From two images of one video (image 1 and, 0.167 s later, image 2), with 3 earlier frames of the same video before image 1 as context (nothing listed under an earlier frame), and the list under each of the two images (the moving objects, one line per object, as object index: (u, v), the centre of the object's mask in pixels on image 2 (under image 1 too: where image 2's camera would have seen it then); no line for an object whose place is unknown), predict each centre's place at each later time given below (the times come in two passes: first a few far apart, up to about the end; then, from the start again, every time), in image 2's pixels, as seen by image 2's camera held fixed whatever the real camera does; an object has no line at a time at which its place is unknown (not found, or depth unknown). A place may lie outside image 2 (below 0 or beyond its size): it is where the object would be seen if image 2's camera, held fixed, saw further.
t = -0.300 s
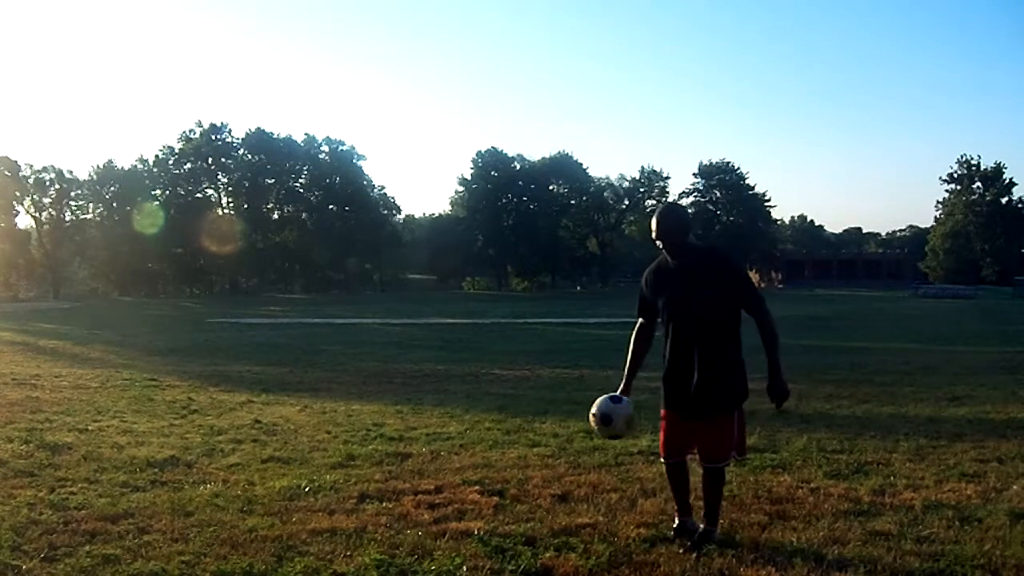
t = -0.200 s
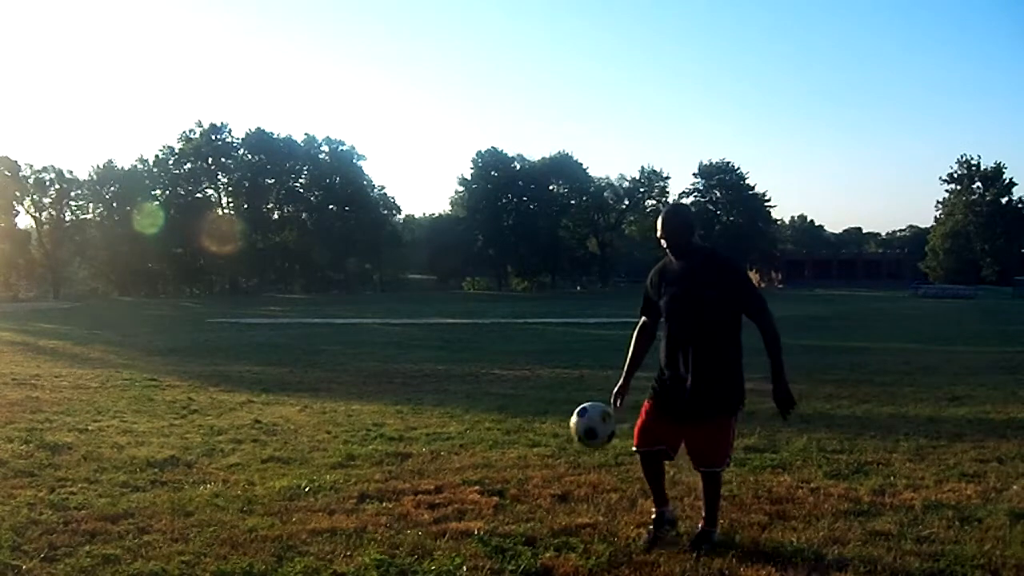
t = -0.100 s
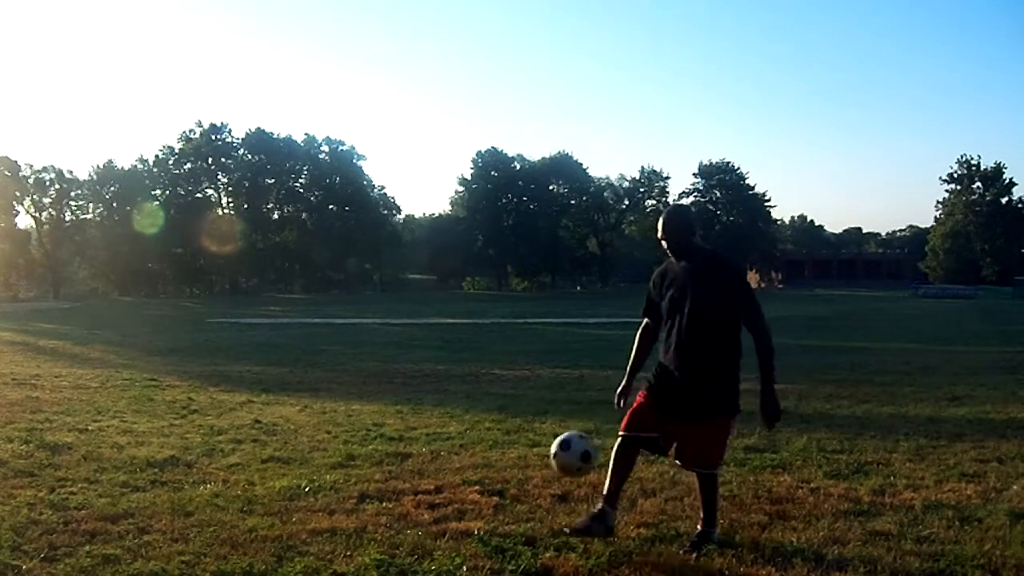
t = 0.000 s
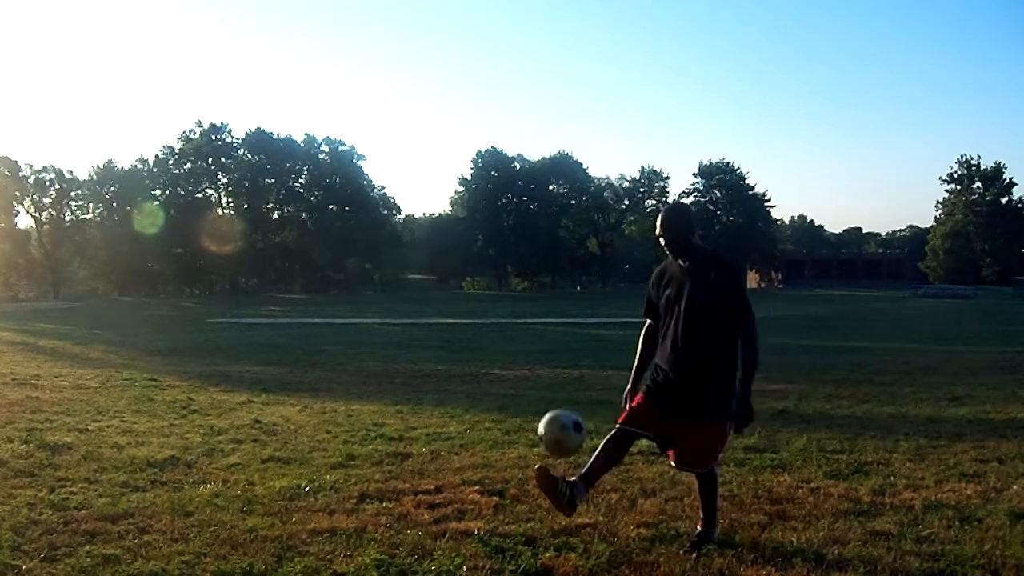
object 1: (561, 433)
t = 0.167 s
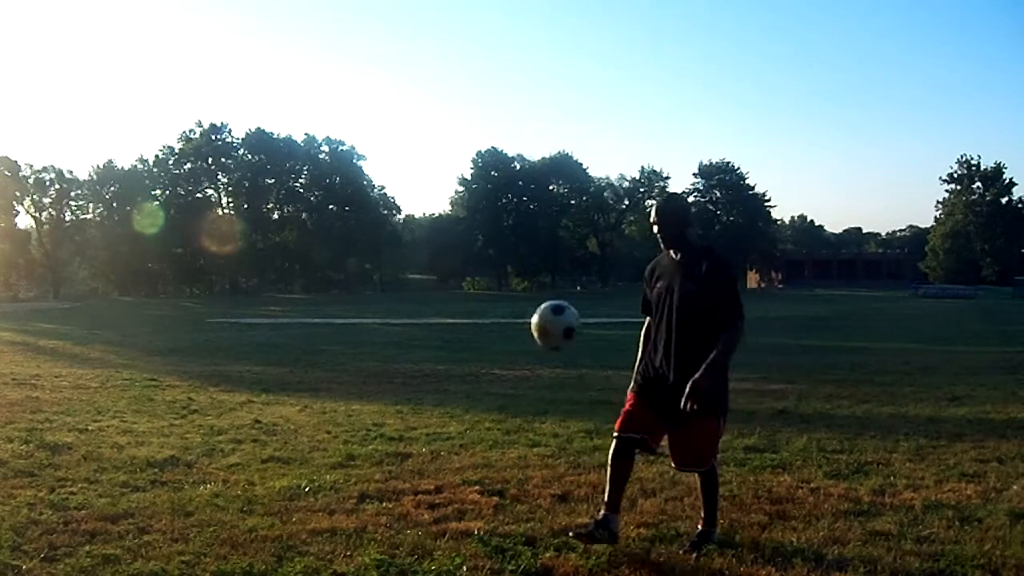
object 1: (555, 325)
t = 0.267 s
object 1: (551, 287)
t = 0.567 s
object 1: (539, 309)
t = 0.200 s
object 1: (554, 310)
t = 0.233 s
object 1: (553, 298)
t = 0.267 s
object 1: (551, 287)
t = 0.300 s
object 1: (551, 281)
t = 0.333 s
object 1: (549, 275)
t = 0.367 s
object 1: (548, 273)
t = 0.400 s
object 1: (547, 273)
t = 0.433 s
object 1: (546, 274)
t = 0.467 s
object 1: (544, 279)
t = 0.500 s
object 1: (542, 285)
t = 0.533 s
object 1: (541, 296)
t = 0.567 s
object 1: (539, 309)
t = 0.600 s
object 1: (538, 326)
